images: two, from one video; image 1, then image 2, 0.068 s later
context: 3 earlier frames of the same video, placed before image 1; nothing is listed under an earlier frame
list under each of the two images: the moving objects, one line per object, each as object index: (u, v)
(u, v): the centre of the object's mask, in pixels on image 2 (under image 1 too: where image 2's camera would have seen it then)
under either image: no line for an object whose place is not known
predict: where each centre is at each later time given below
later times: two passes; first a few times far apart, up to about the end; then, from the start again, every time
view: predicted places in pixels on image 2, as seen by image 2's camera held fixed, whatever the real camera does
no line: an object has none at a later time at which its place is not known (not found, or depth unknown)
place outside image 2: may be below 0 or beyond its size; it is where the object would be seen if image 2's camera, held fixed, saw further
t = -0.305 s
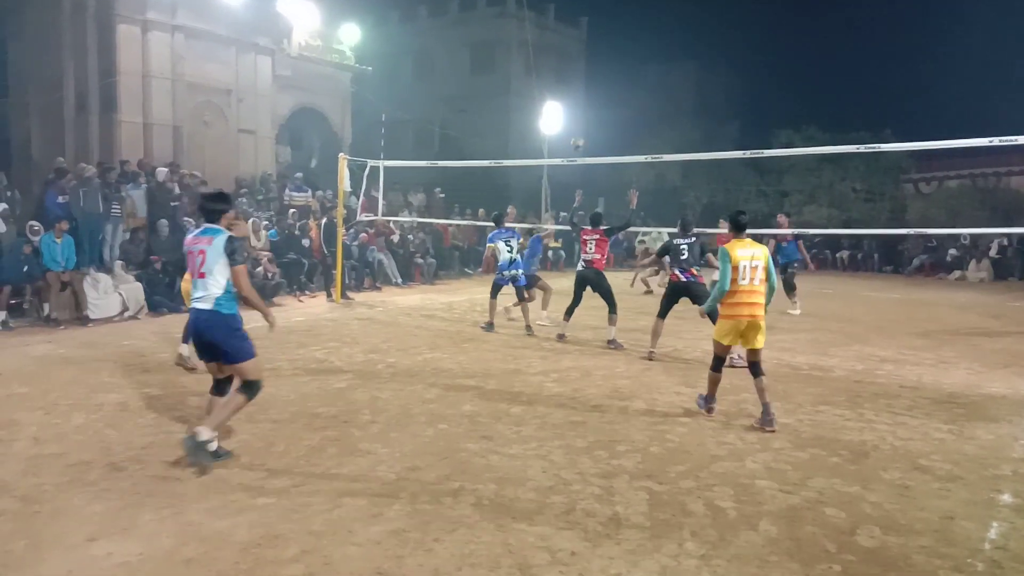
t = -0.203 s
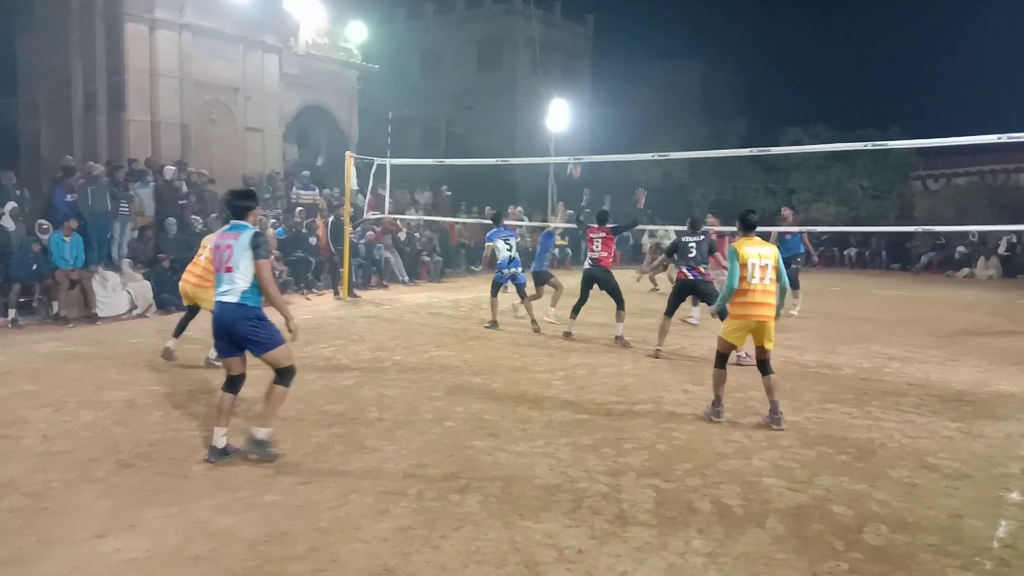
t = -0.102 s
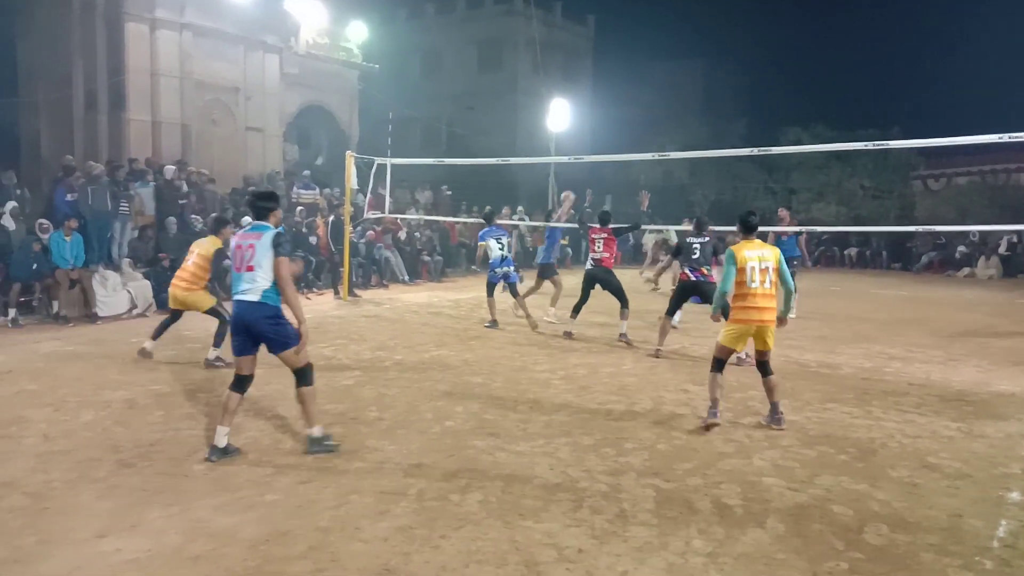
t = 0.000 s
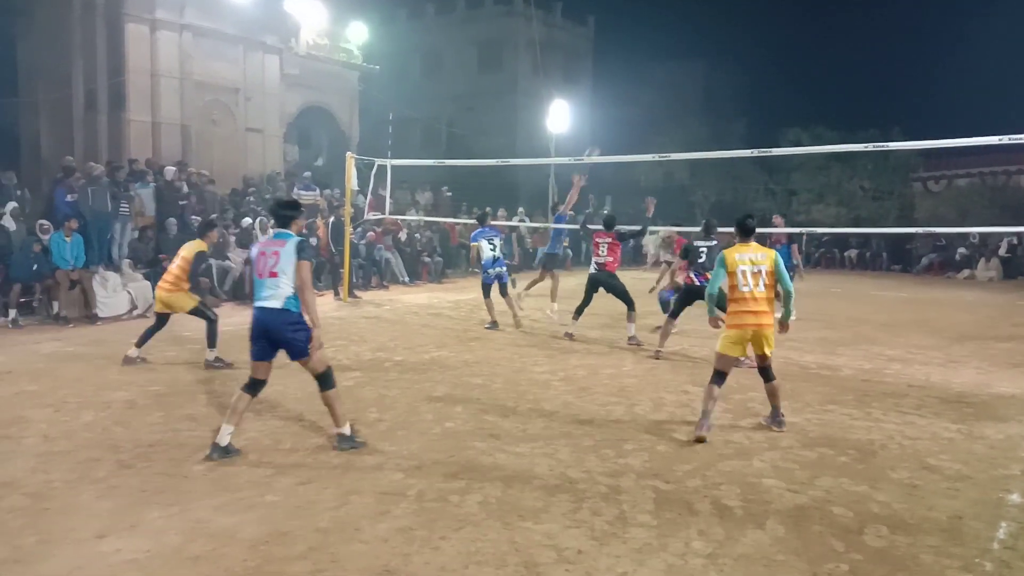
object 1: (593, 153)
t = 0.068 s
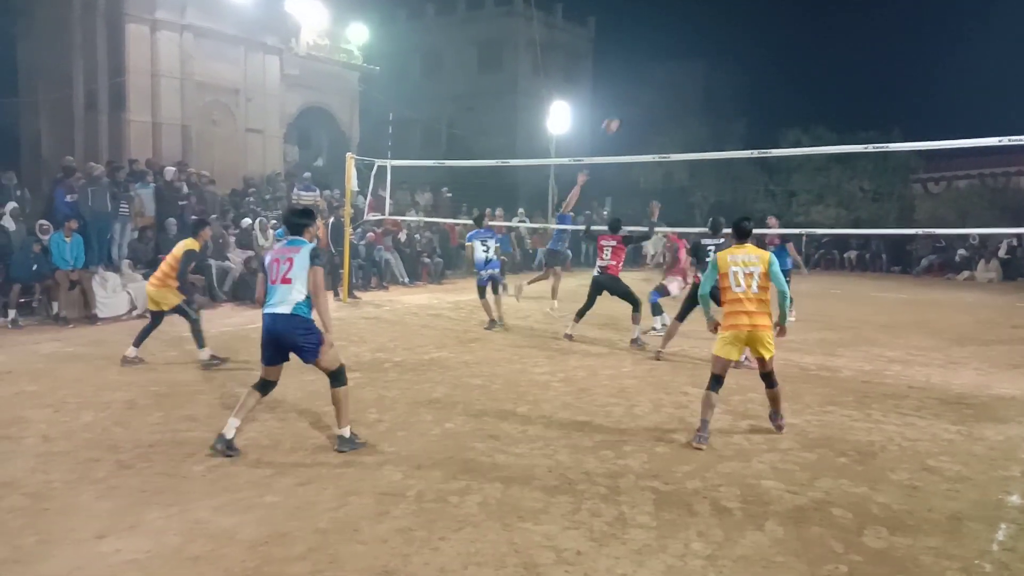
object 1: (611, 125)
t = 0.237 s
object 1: (658, 61)
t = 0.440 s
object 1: (720, 9)
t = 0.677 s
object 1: (792, -15)
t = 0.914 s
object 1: (864, 5)
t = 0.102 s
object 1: (620, 111)
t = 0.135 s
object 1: (629, 98)
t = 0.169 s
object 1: (639, 85)
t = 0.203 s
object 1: (648, 72)
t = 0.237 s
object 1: (658, 61)
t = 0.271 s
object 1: (668, 50)
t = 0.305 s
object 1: (678, 40)
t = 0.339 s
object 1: (689, 31)
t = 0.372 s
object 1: (699, 23)
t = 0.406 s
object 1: (709, 15)
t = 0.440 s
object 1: (720, 9)
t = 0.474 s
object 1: (730, 3)
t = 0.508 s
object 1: (740, -2)
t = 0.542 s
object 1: (751, -5)
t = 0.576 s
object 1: (761, -8)
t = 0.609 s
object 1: (772, -13)
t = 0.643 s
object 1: (782, -15)
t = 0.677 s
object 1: (792, -15)
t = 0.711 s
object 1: (802, -15)
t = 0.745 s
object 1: (812, -14)
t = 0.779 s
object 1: (821, -12)
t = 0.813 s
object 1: (832, -9)
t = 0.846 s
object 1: (843, -5)
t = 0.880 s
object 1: (853, -1)
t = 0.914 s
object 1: (864, 5)
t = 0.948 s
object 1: (874, 12)
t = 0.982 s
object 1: (885, 20)
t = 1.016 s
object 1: (894, 29)
